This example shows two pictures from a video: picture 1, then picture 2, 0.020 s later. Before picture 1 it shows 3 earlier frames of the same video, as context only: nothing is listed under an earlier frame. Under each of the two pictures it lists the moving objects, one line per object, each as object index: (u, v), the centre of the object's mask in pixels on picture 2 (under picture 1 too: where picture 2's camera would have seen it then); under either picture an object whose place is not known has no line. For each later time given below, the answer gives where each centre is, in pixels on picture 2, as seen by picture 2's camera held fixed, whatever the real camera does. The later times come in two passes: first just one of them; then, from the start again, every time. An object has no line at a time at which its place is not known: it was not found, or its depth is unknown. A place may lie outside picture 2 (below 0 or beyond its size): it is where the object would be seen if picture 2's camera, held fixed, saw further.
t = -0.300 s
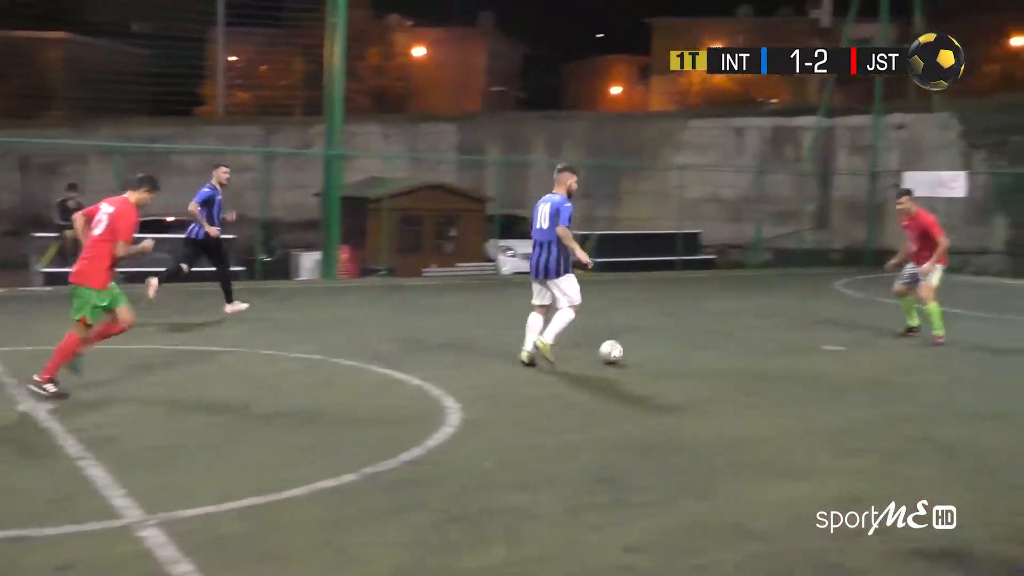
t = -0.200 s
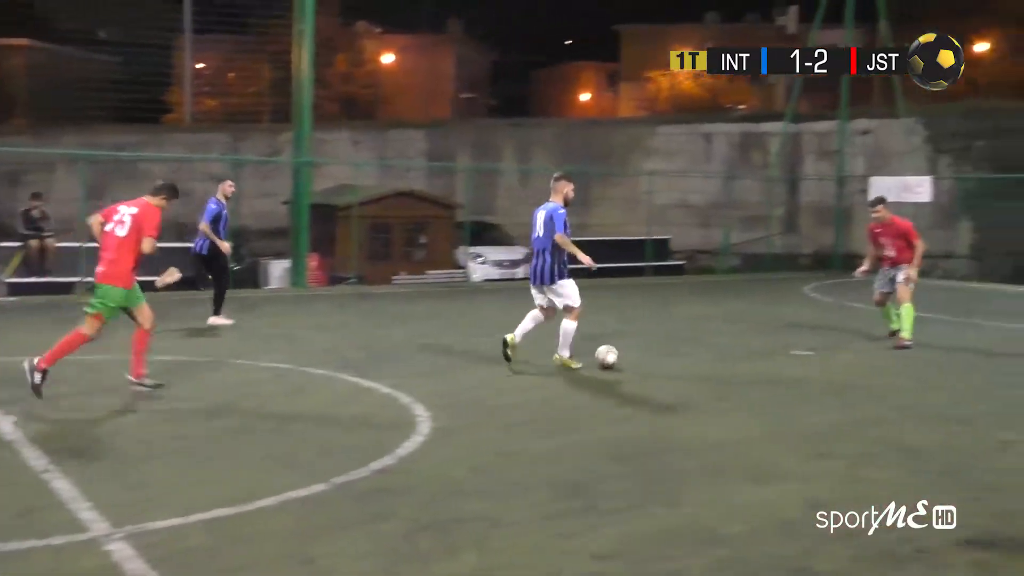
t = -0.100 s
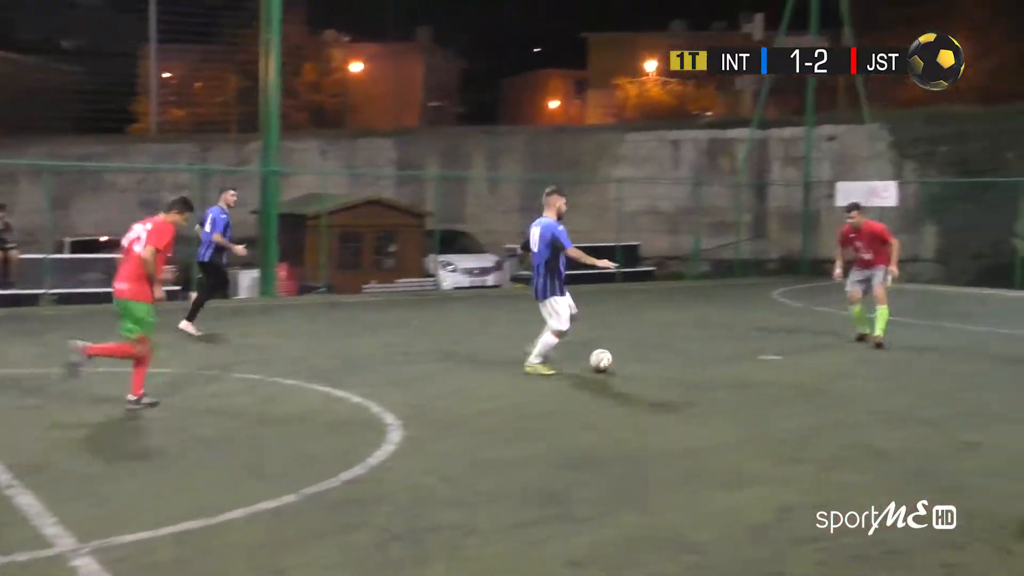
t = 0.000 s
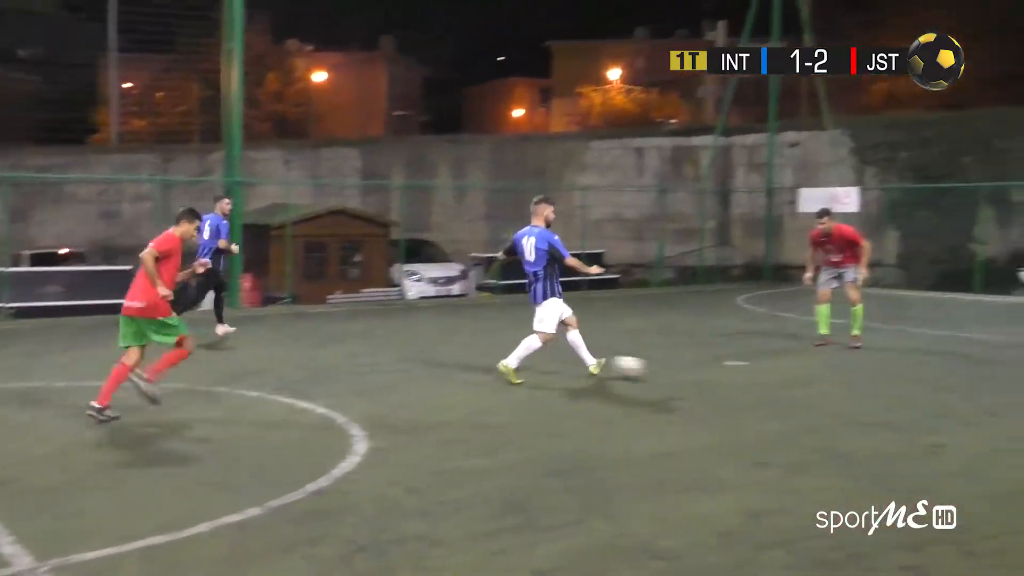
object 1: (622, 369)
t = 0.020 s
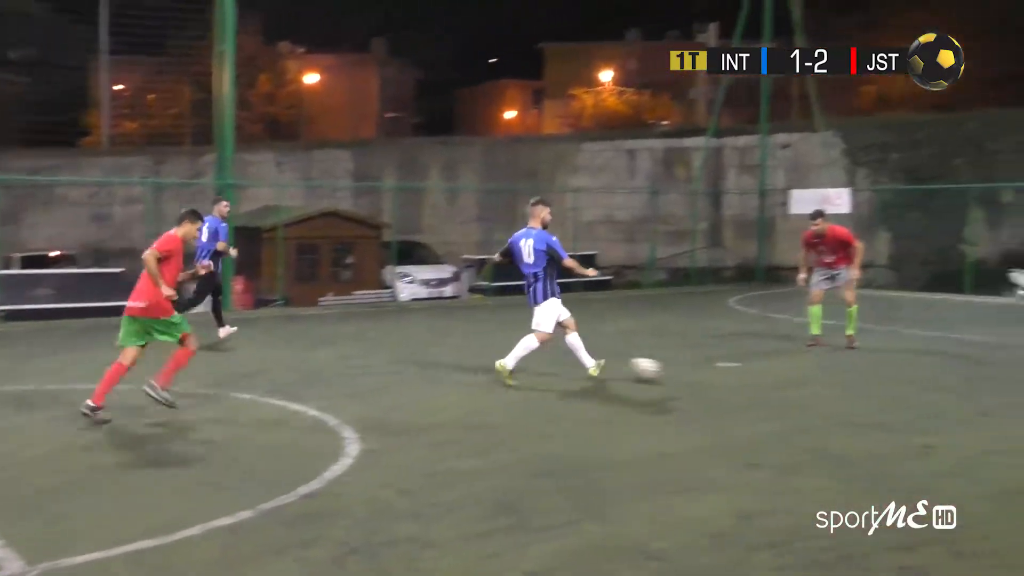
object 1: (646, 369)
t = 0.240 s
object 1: (900, 375)
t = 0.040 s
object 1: (669, 371)
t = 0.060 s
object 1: (694, 372)
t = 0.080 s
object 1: (718, 372)
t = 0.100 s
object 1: (740, 373)
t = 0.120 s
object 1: (764, 373)
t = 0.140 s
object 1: (788, 374)
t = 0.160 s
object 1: (810, 374)
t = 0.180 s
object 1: (833, 374)
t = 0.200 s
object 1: (855, 374)
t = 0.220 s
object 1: (877, 374)
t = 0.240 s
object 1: (900, 375)
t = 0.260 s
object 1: (921, 377)
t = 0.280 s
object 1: (944, 377)
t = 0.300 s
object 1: (965, 377)
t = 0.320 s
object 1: (986, 378)
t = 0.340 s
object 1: (1007, 379)
